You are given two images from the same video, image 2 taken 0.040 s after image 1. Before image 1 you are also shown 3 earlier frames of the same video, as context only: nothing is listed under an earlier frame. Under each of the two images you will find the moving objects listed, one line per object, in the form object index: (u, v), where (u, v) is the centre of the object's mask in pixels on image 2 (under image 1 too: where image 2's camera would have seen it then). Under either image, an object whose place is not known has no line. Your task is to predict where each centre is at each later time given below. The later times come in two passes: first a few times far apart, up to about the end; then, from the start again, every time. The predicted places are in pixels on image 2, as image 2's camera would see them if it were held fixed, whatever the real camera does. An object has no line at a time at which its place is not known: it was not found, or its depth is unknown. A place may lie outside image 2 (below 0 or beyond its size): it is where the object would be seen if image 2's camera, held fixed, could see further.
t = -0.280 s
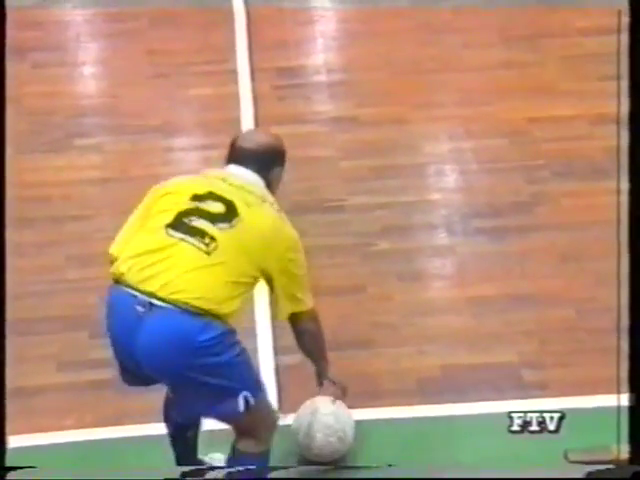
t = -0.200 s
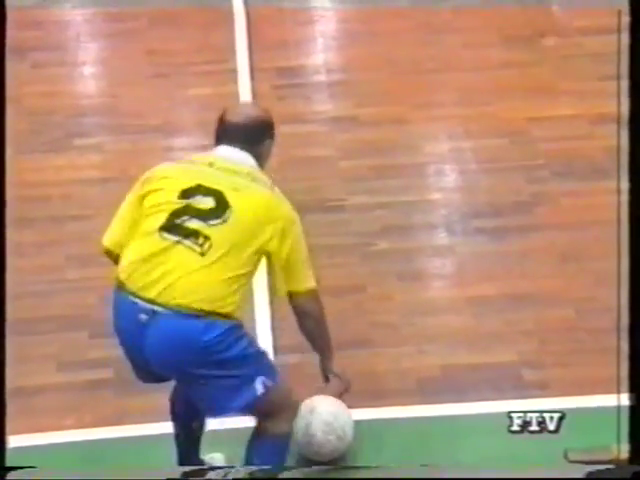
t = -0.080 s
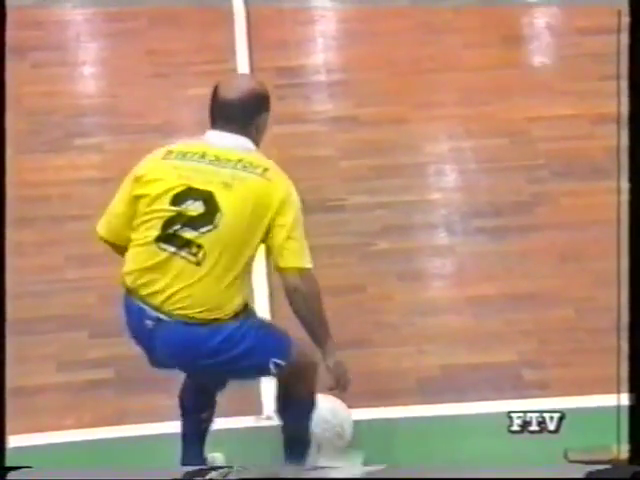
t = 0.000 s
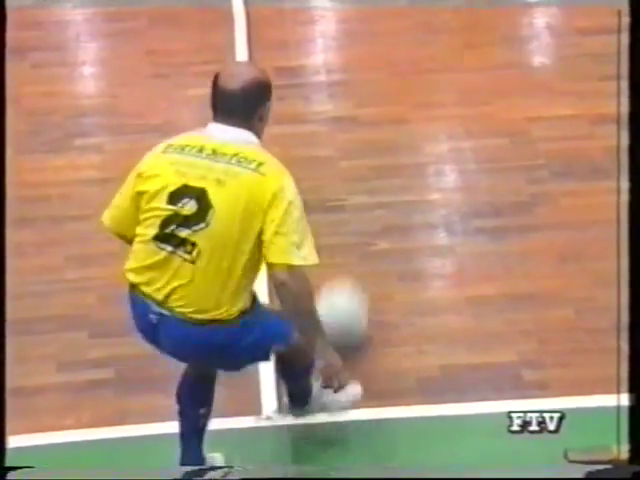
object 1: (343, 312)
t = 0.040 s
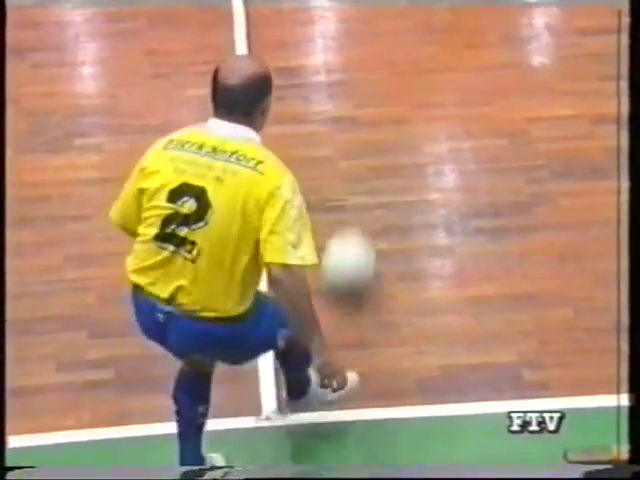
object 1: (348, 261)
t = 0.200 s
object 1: (376, 108)
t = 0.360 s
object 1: (395, 2)
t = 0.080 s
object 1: (357, 219)
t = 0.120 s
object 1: (364, 176)
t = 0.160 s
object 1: (370, 139)
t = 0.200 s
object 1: (376, 108)
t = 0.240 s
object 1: (382, 79)
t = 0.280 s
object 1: (387, 50)
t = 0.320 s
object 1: (391, 26)
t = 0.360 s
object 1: (395, 2)
